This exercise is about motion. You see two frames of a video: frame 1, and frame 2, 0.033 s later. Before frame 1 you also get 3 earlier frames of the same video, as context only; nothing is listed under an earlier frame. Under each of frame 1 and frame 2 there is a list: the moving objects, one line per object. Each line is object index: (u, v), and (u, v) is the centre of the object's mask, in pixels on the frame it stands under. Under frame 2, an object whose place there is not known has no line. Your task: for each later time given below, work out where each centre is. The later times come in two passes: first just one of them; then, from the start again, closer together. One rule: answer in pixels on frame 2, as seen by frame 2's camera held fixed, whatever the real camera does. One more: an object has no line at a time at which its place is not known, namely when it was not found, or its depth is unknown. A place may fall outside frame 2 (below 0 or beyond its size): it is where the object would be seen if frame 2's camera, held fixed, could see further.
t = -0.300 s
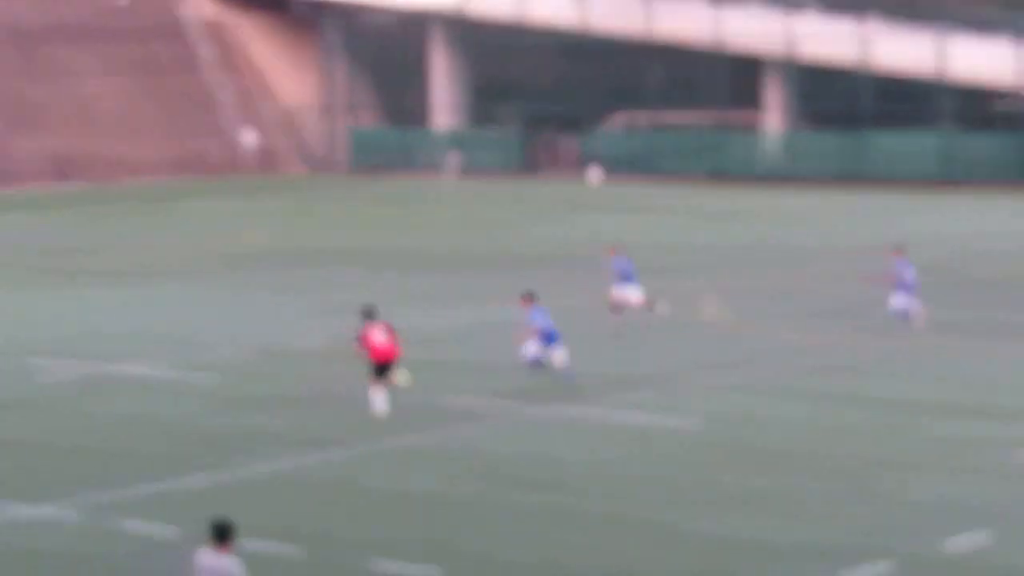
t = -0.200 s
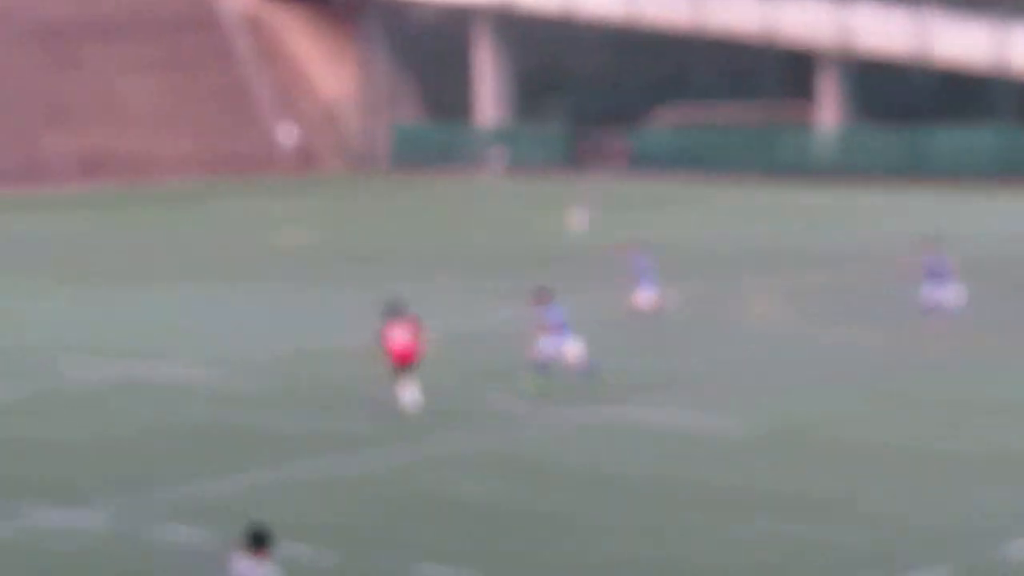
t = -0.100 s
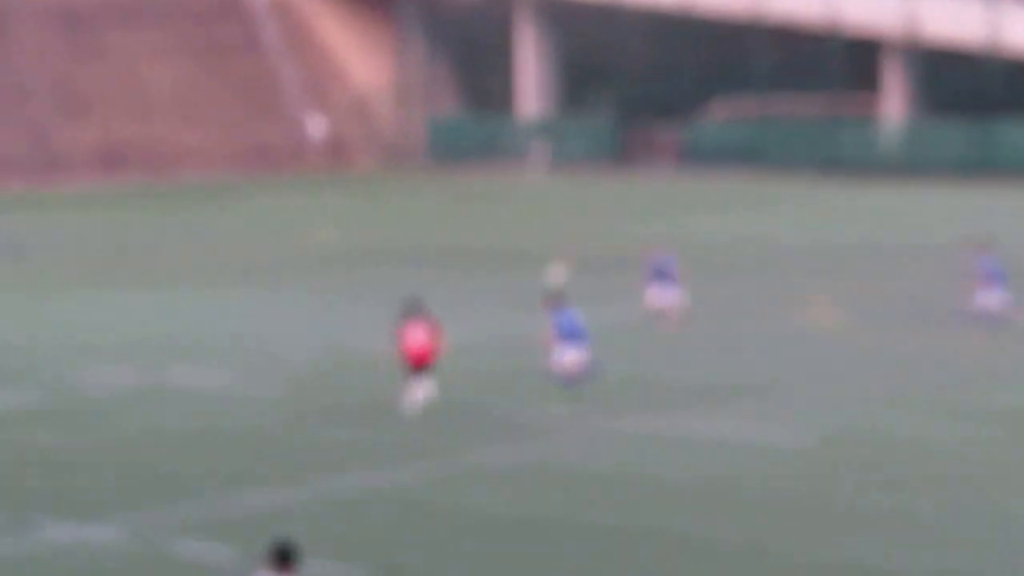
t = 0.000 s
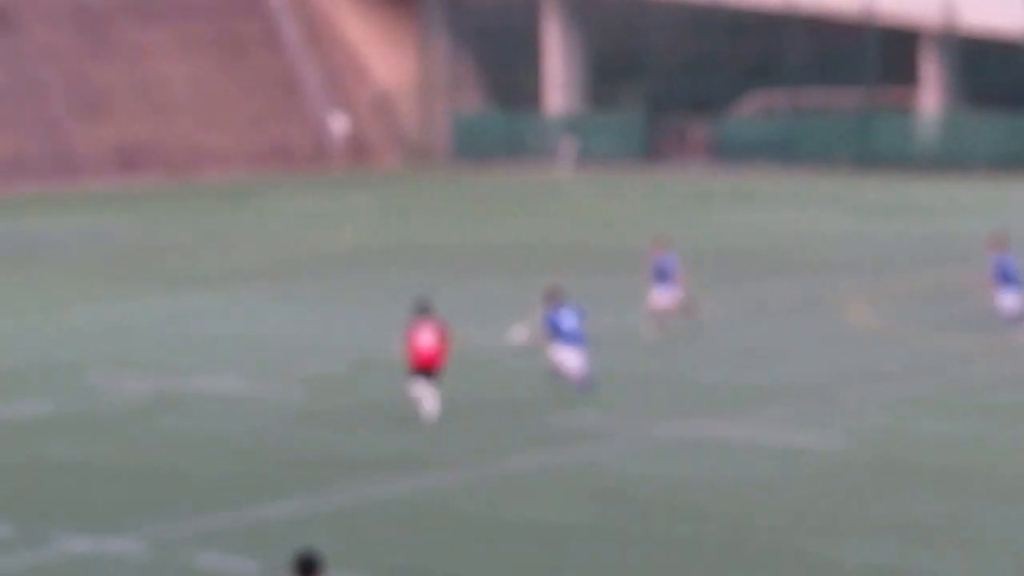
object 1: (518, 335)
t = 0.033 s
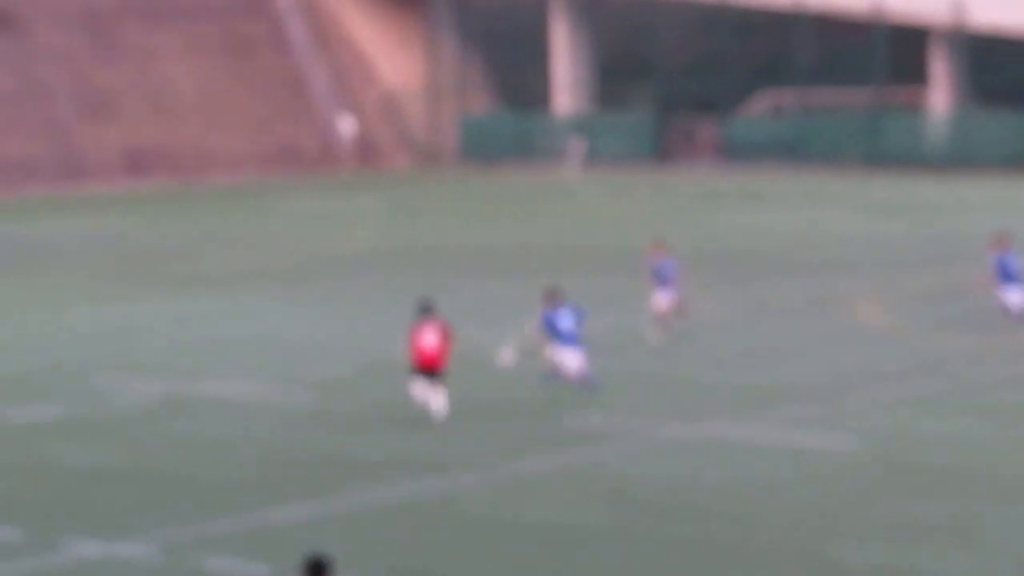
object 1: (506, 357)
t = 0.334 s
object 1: (400, 273)
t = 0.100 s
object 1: (472, 370)
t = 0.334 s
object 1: (400, 273)
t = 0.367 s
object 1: (386, 265)
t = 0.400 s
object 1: (376, 255)
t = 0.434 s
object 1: (366, 245)
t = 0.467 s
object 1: (354, 237)
